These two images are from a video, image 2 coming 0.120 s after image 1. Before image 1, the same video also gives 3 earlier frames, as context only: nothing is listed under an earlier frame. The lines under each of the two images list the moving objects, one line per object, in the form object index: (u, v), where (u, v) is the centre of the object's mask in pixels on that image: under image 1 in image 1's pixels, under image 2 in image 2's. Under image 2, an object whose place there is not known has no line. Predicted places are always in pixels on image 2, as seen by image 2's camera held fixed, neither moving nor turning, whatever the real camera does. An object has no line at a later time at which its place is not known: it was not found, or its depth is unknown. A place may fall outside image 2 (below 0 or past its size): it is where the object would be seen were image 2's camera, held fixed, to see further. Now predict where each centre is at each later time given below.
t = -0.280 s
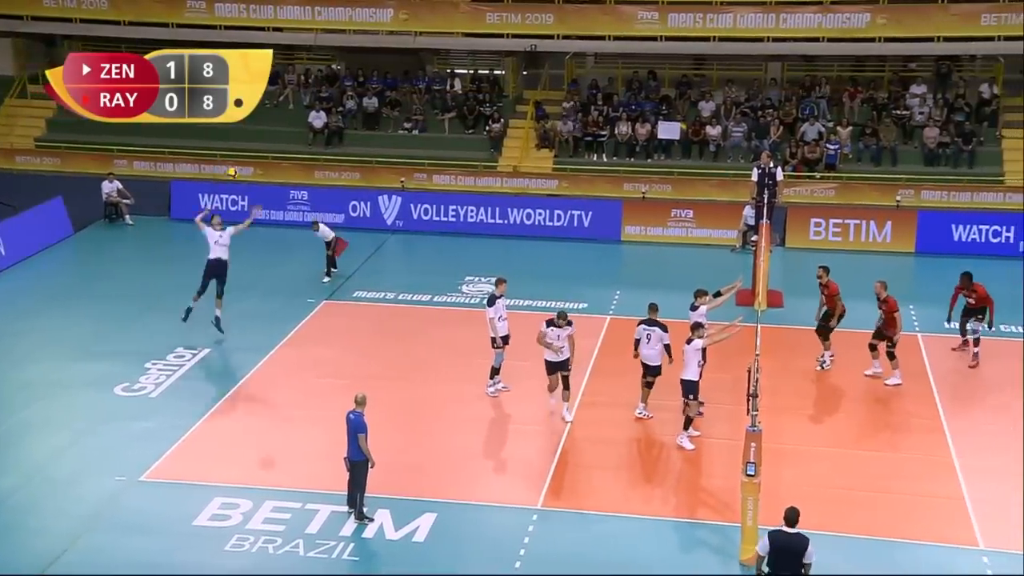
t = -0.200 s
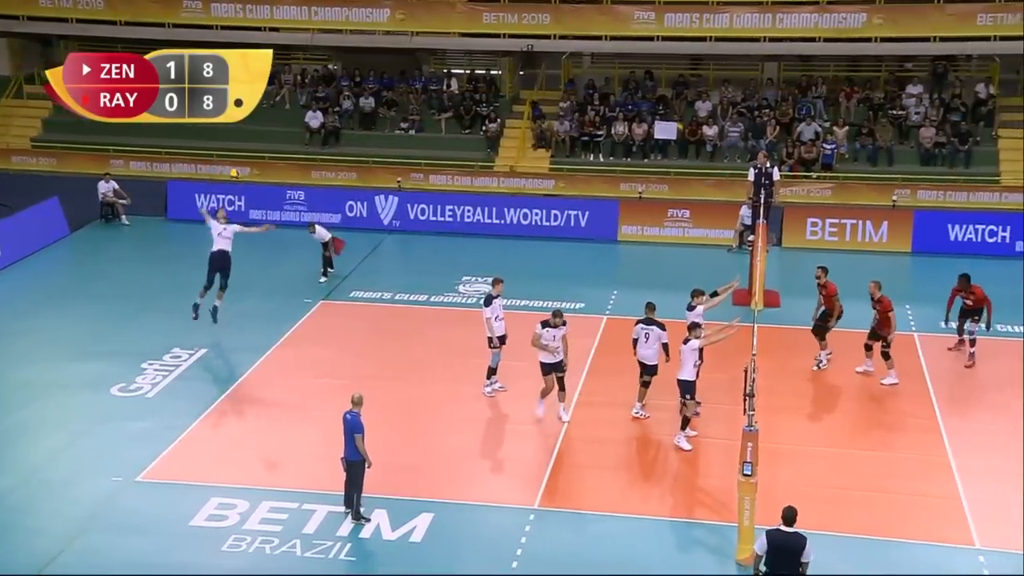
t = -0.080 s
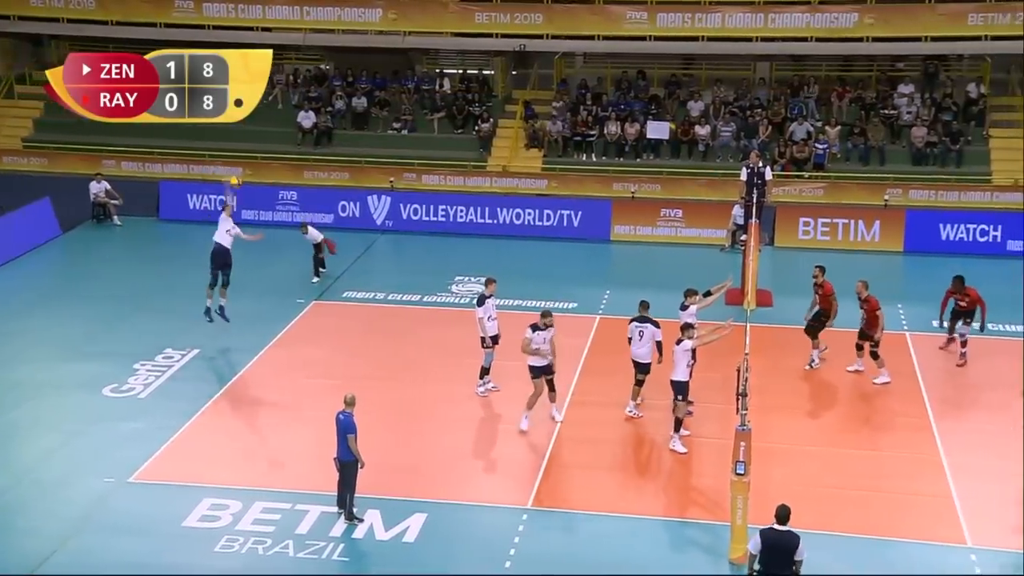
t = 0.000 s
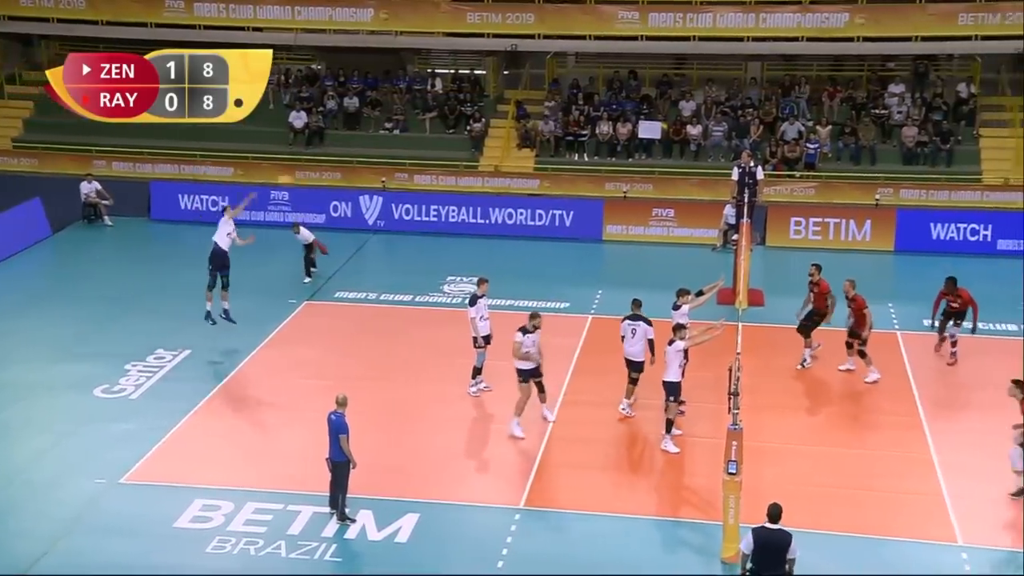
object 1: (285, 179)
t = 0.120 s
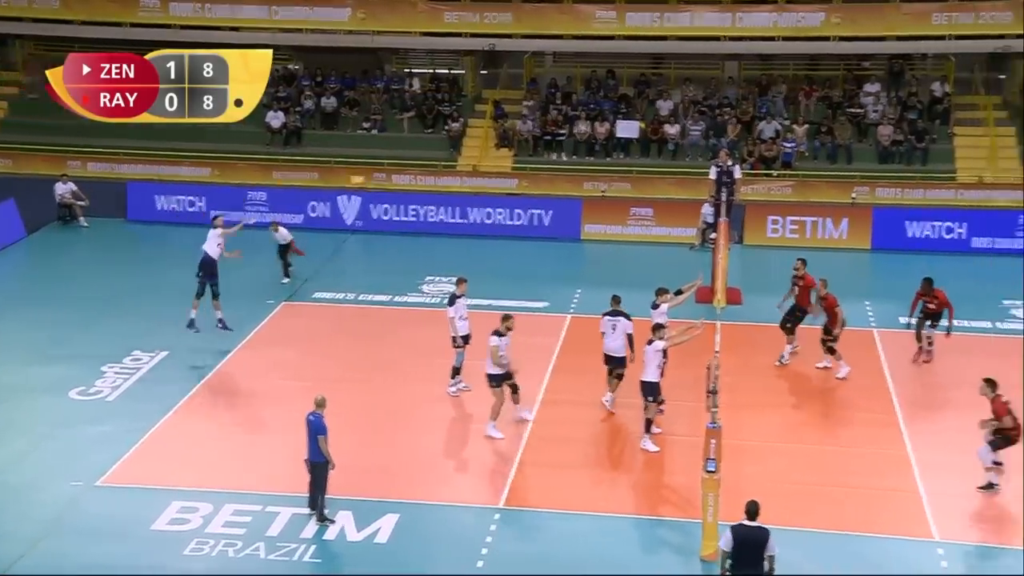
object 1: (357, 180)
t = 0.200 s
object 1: (421, 183)
